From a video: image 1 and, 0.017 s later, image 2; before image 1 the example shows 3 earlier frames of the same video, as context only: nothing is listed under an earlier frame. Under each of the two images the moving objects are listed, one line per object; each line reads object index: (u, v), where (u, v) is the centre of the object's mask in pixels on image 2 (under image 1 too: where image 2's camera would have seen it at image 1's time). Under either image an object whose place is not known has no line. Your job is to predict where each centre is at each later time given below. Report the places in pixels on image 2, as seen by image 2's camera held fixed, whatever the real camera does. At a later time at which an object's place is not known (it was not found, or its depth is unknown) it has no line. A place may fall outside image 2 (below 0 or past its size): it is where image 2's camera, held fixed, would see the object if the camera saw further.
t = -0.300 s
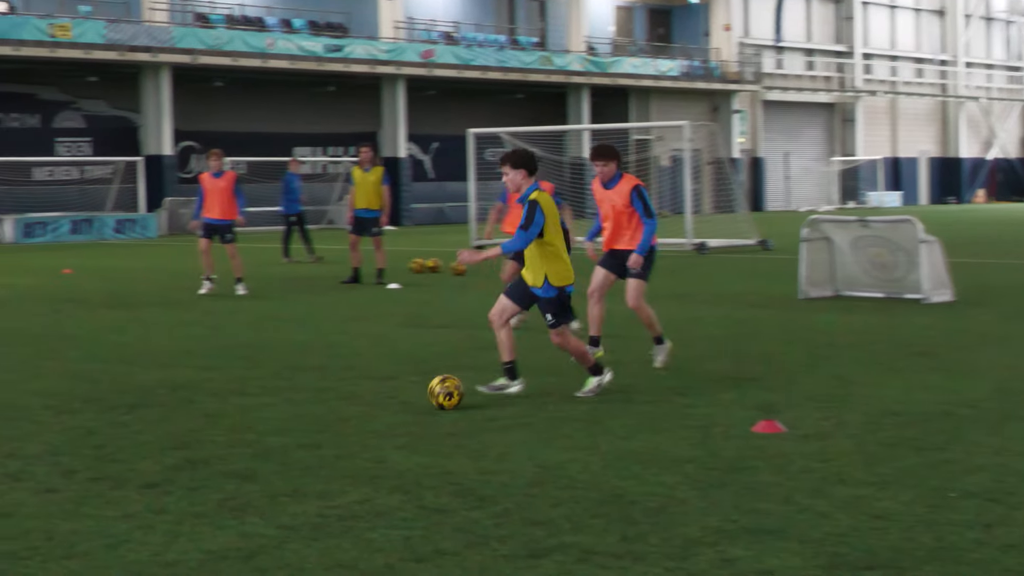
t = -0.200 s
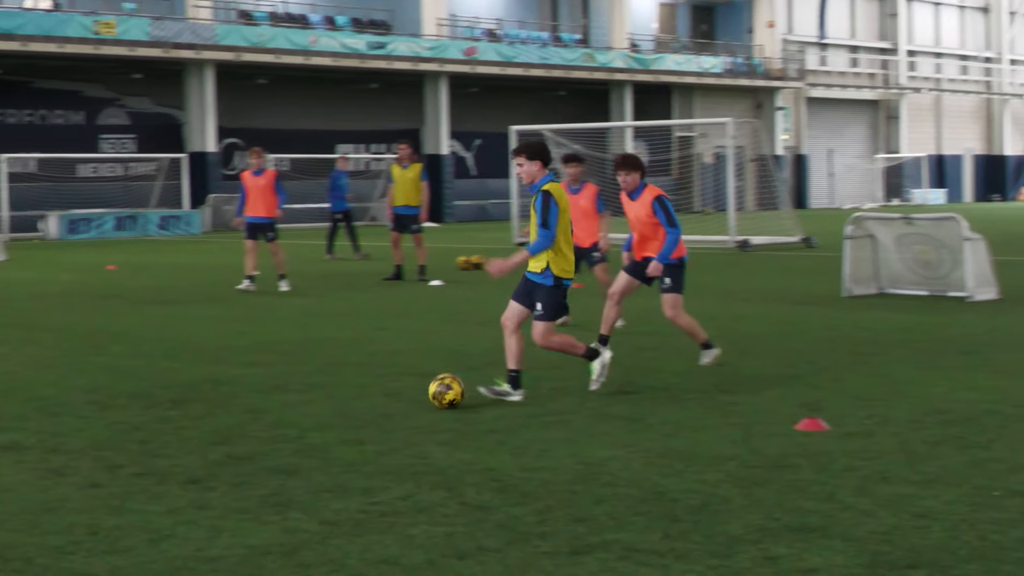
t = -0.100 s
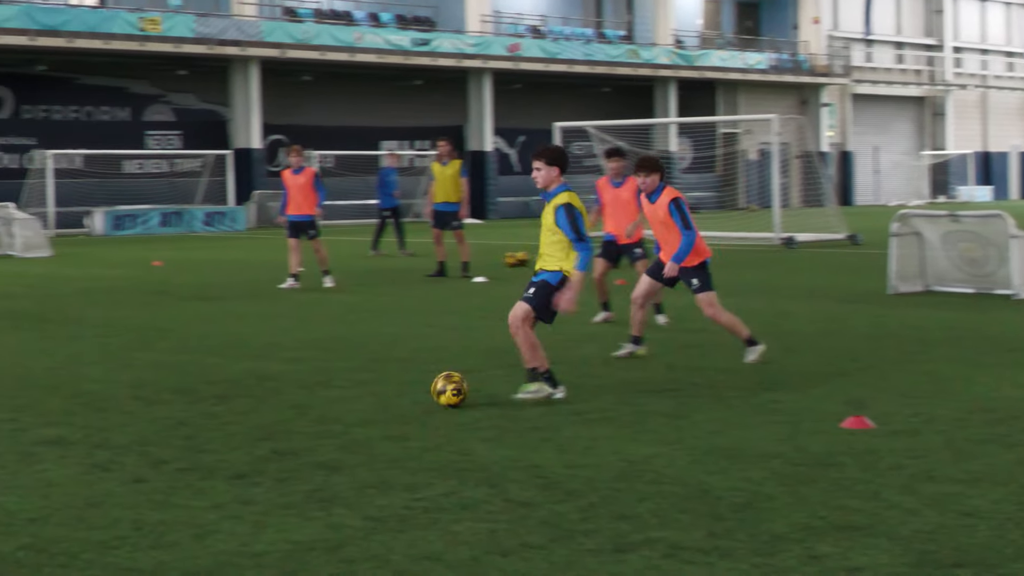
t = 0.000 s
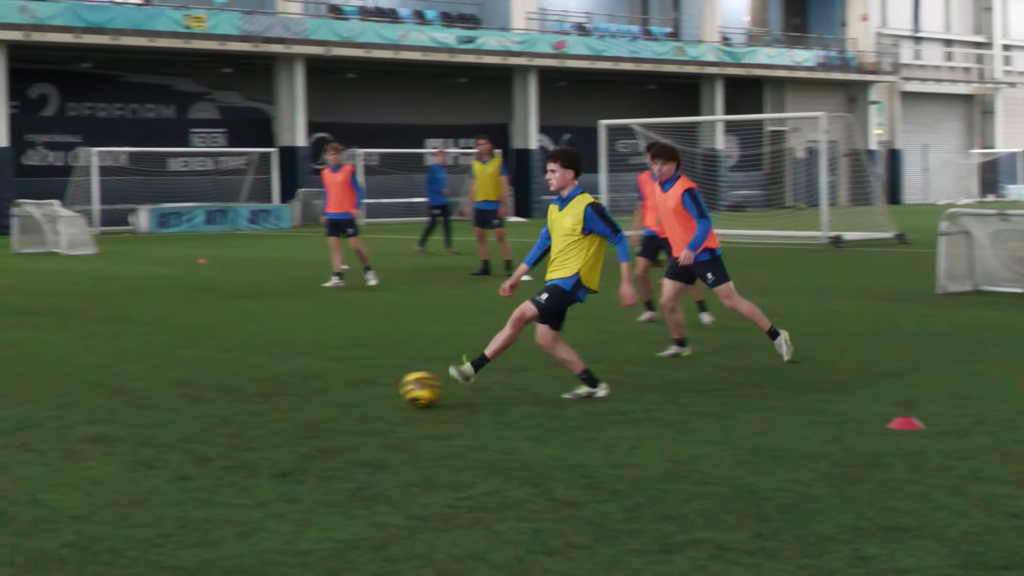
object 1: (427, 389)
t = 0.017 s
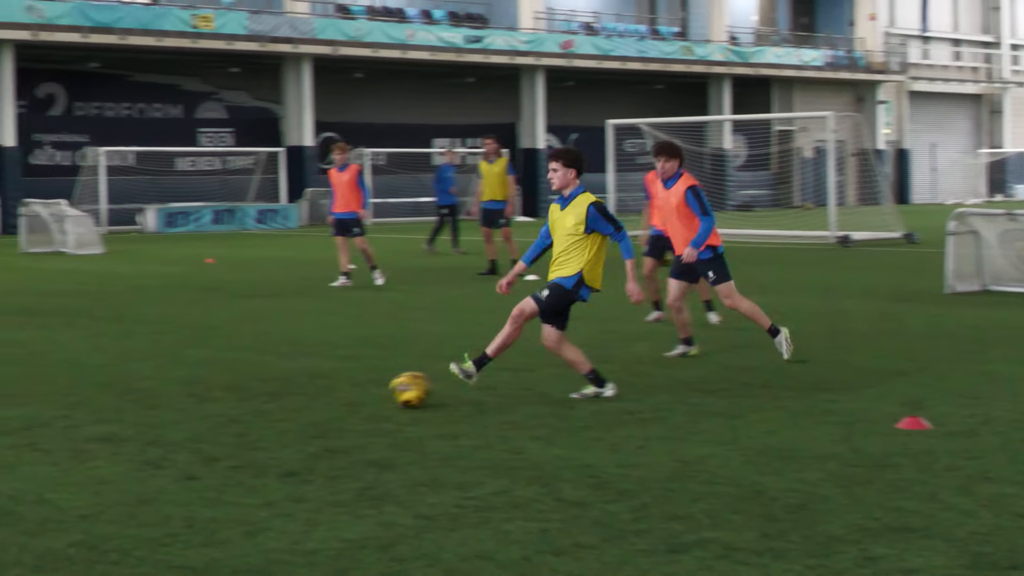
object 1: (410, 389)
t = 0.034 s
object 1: (393, 390)
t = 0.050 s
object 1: (377, 390)
